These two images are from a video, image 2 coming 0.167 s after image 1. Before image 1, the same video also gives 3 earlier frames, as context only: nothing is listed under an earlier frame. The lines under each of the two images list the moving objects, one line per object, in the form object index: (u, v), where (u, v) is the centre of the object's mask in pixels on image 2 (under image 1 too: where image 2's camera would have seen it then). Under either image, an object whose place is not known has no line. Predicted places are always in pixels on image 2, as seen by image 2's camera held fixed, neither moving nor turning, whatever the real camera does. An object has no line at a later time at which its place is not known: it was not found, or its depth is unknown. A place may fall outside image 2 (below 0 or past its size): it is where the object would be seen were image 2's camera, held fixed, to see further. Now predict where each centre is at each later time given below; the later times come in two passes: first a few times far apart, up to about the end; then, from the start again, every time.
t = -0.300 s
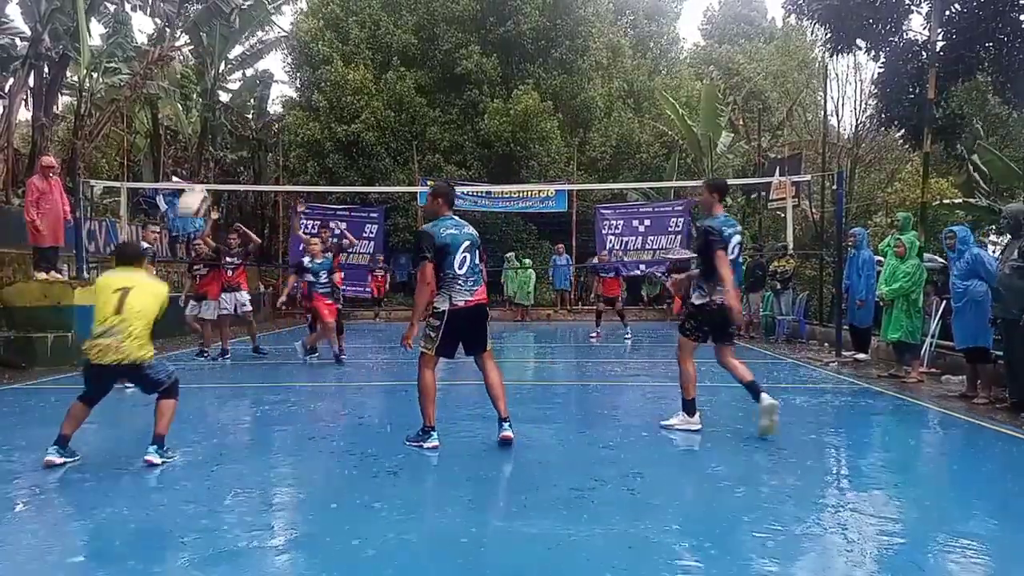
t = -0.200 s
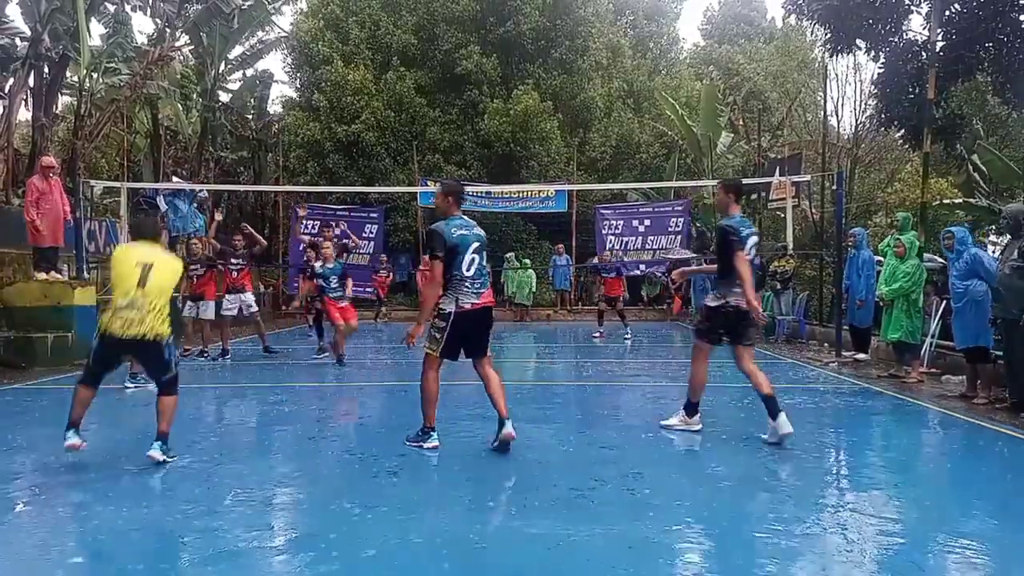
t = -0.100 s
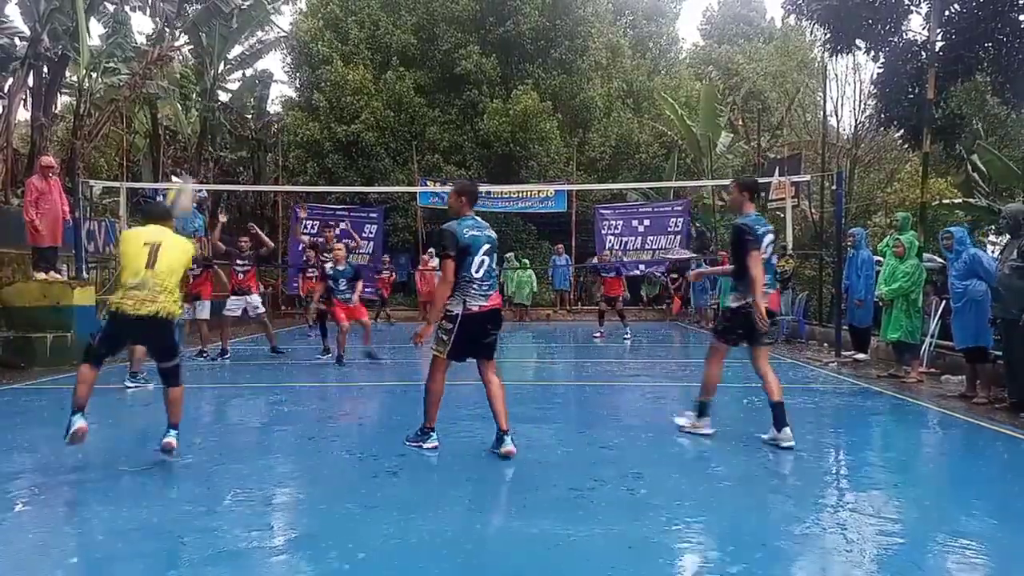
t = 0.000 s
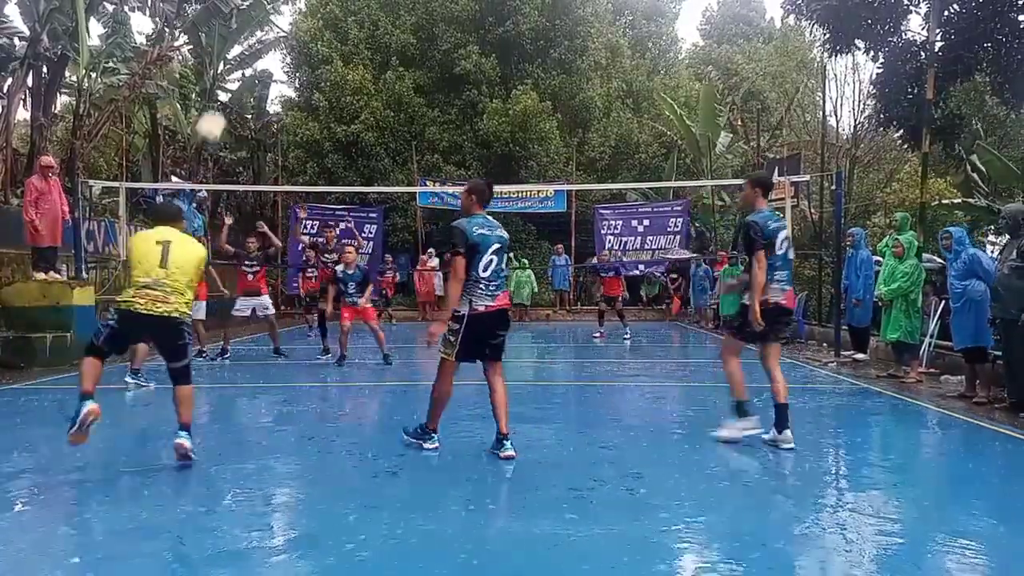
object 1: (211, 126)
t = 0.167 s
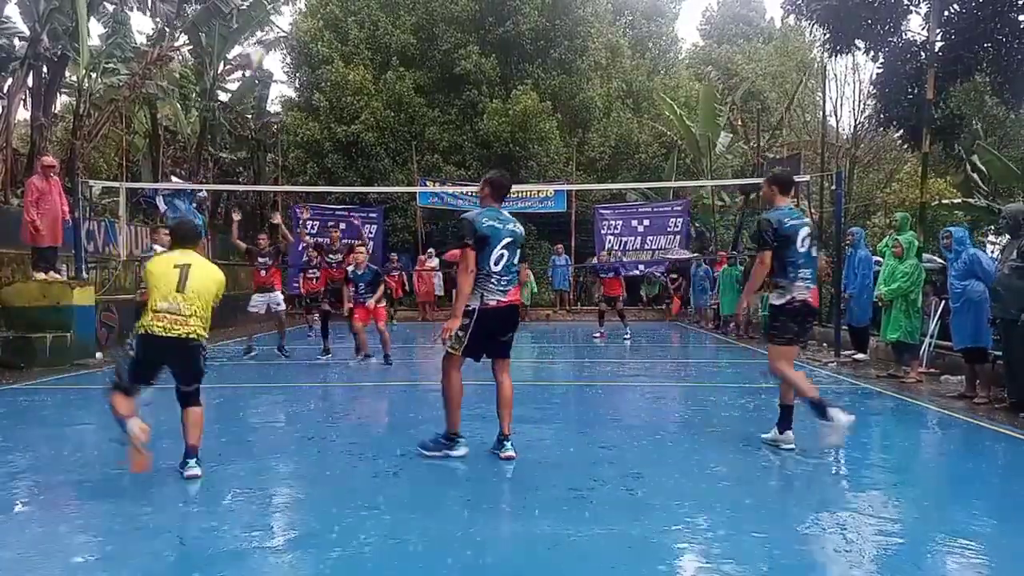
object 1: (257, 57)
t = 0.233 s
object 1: (268, 45)
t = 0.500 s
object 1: (319, 37)
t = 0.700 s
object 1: (349, 76)
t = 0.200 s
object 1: (263, 50)
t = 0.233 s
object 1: (268, 45)
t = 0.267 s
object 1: (276, 38)
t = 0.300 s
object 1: (282, 35)
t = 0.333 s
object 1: (289, 34)
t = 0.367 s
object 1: (296, 30)
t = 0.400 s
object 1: (301, 30)
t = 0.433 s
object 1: (304, 30)
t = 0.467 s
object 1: (313, 31)
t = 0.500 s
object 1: (319, 37)
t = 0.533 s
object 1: (325, 40)
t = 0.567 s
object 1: (329, 48)
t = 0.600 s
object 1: (335, 51)
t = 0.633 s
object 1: (340, 58)
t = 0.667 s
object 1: (345, 67)
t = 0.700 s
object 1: (349, 76)
